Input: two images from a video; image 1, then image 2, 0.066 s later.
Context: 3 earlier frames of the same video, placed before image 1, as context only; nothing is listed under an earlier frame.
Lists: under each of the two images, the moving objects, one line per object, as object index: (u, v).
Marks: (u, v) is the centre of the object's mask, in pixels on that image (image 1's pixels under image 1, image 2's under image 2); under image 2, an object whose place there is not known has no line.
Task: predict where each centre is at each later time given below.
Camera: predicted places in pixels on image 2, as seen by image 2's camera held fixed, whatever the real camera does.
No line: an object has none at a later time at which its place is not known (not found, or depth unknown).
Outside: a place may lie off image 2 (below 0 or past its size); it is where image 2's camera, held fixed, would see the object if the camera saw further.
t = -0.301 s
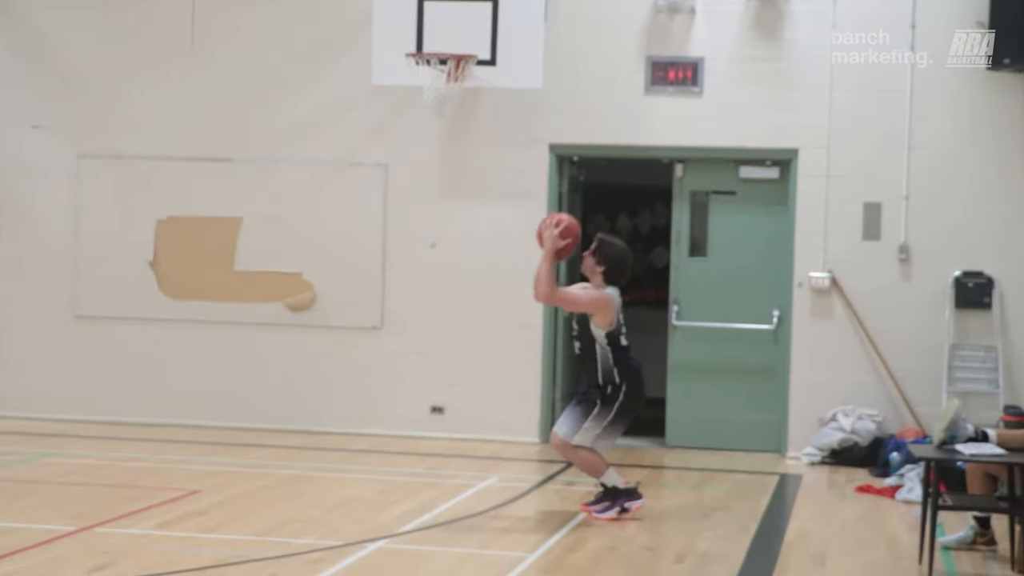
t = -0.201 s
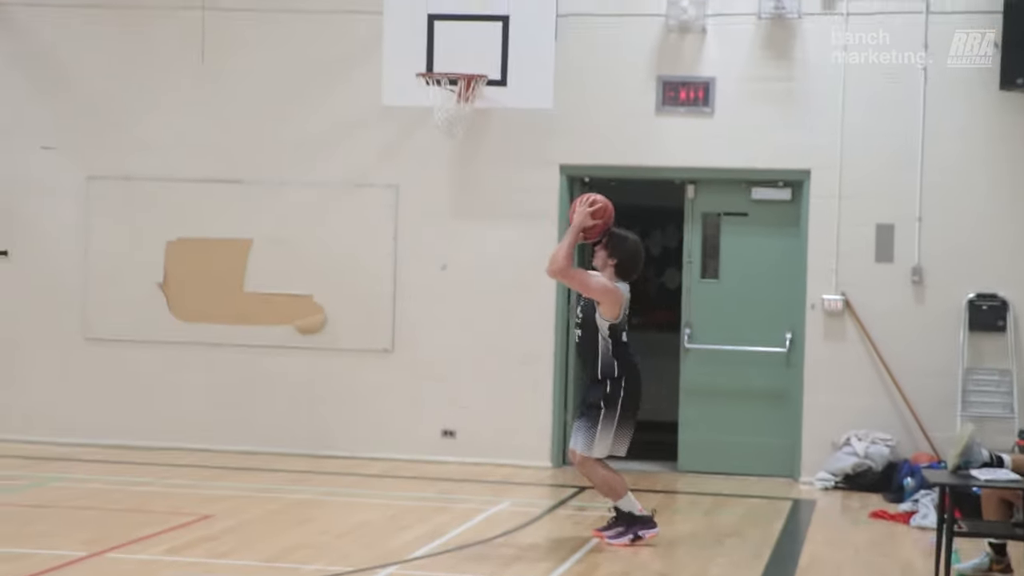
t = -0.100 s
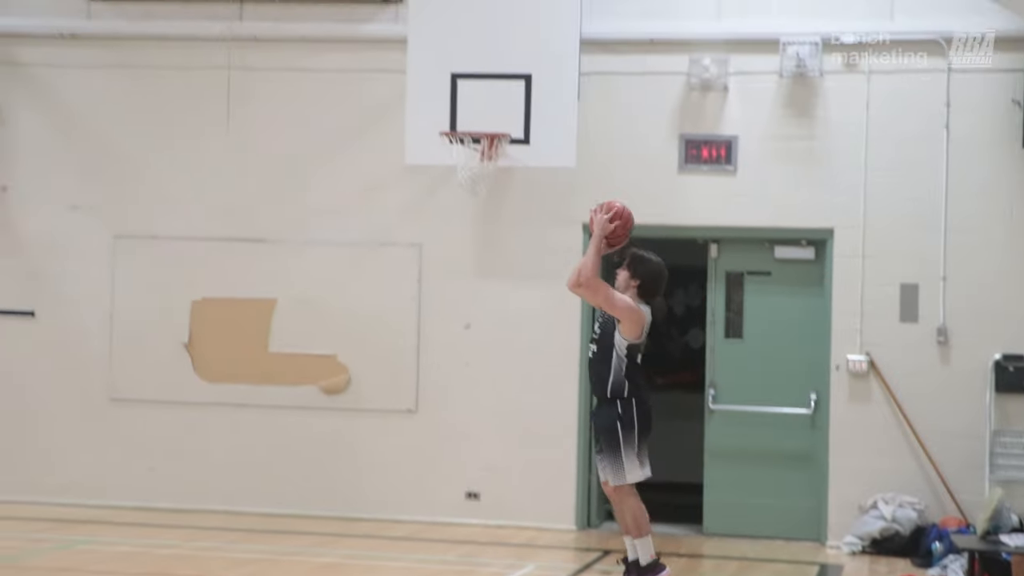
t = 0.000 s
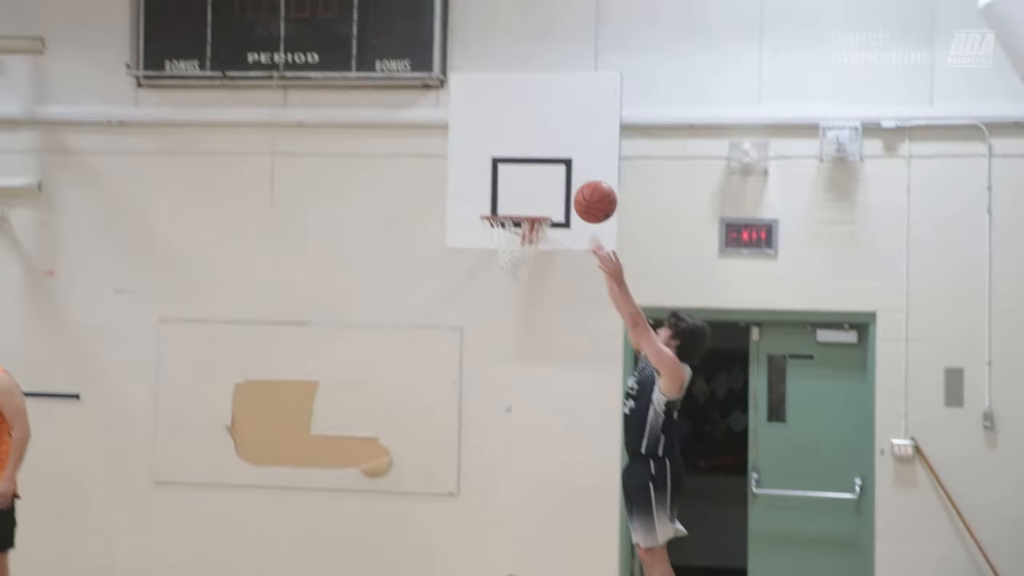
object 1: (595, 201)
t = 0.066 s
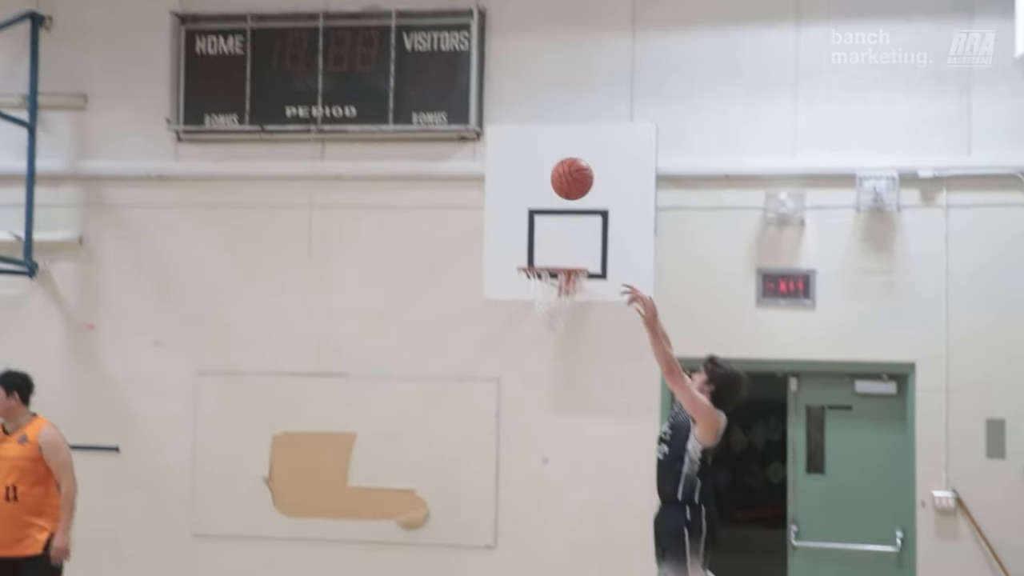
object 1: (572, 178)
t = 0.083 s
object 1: (557, 161)
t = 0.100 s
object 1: (543, 144)
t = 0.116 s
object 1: (528, 128)
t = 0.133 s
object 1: (513, 113)
